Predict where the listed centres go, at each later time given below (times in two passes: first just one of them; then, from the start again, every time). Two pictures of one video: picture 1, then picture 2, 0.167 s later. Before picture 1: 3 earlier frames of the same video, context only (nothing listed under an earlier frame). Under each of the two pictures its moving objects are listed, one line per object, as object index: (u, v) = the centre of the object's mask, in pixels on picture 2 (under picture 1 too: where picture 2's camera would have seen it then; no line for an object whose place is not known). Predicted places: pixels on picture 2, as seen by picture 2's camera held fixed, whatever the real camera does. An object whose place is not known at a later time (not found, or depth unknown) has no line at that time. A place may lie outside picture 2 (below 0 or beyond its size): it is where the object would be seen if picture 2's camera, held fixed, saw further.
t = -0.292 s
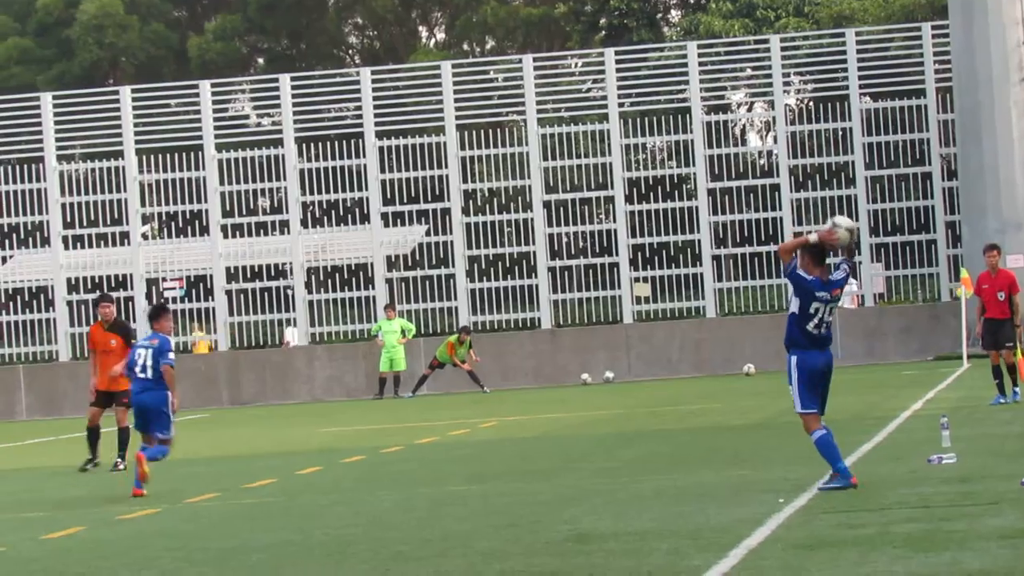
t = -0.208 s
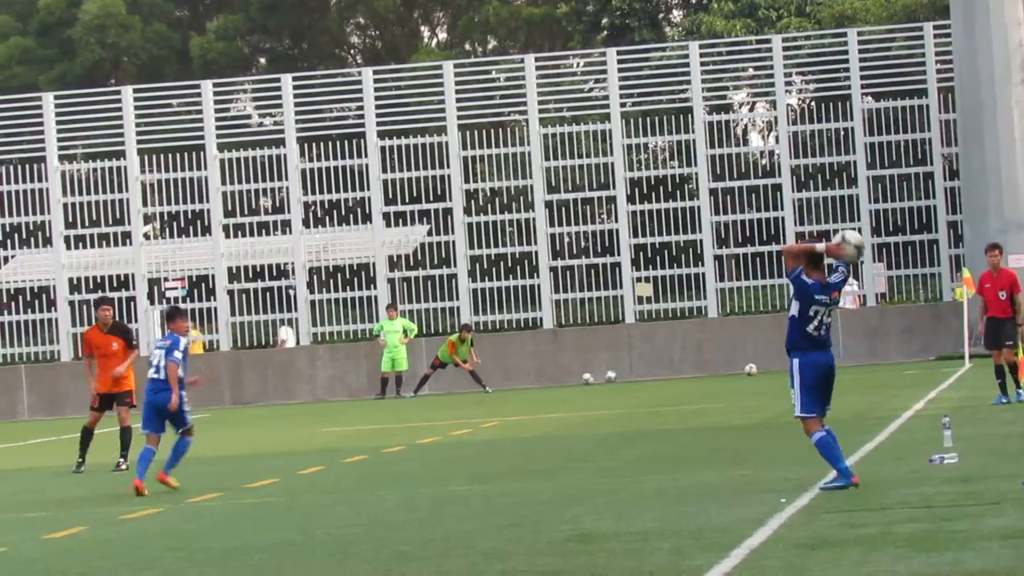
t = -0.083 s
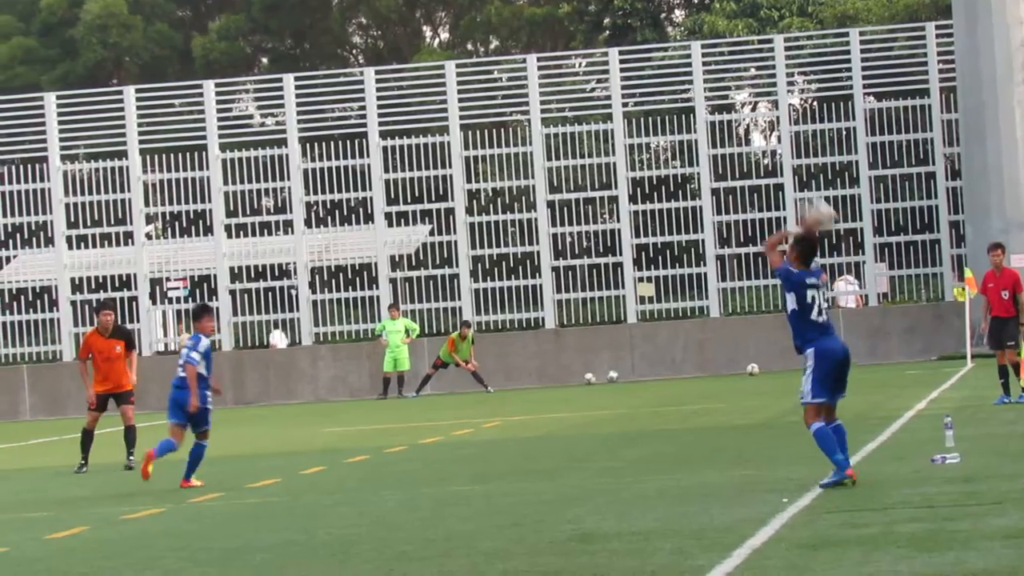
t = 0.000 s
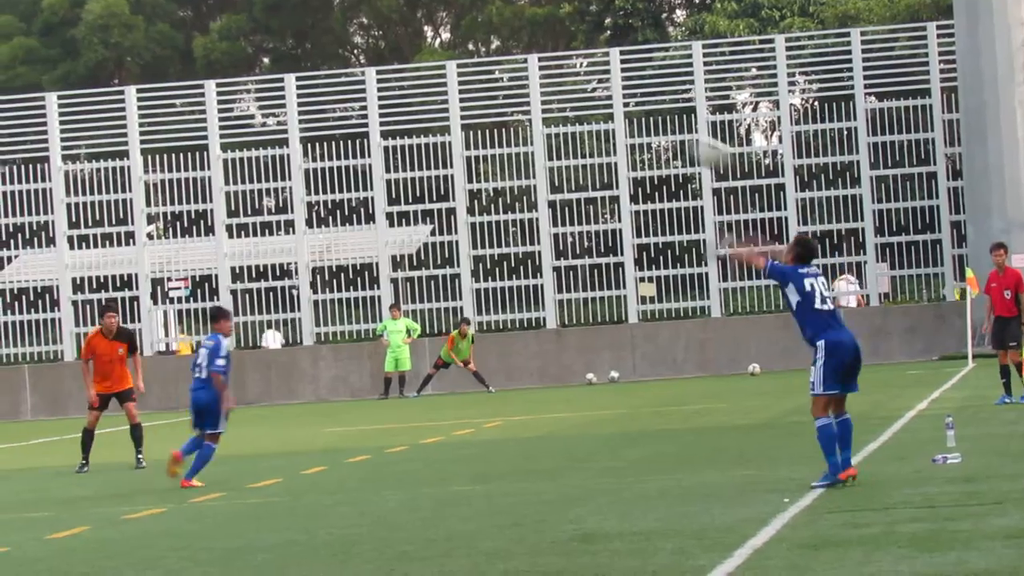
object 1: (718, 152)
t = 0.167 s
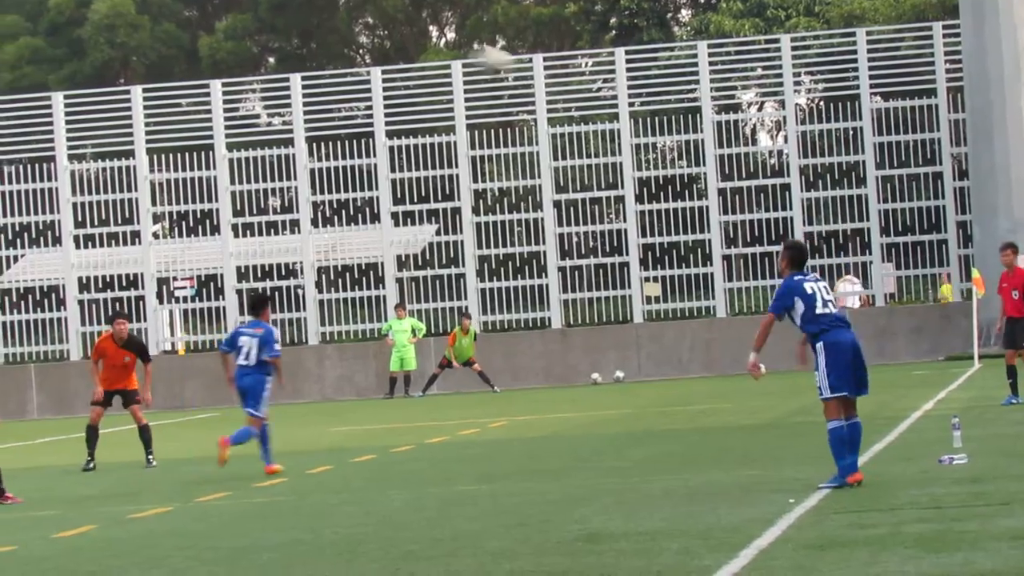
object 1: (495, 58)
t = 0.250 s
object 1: (389, 29)
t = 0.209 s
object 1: (440, 42)
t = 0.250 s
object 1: (389, 29)
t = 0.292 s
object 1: (337, 18)
